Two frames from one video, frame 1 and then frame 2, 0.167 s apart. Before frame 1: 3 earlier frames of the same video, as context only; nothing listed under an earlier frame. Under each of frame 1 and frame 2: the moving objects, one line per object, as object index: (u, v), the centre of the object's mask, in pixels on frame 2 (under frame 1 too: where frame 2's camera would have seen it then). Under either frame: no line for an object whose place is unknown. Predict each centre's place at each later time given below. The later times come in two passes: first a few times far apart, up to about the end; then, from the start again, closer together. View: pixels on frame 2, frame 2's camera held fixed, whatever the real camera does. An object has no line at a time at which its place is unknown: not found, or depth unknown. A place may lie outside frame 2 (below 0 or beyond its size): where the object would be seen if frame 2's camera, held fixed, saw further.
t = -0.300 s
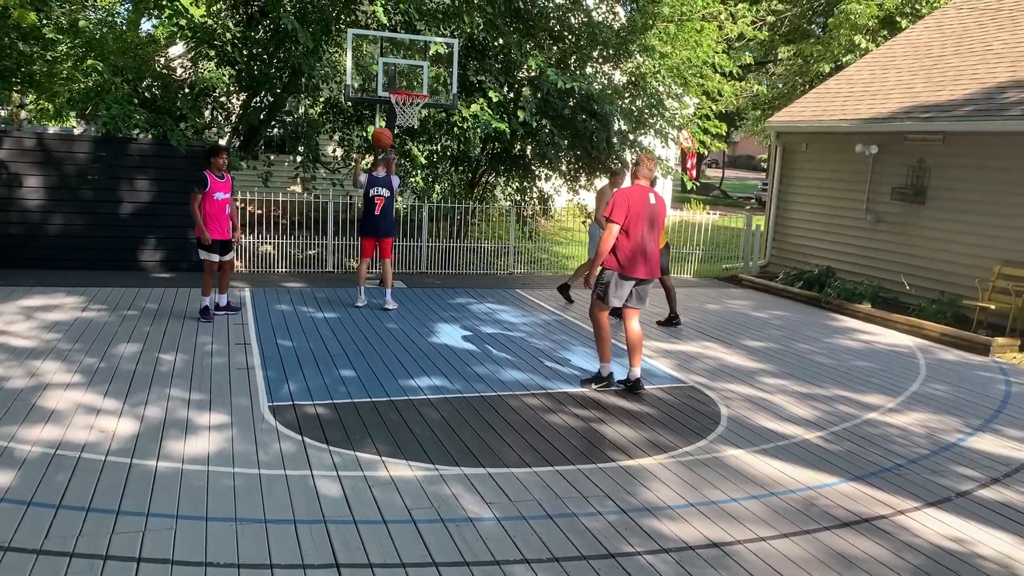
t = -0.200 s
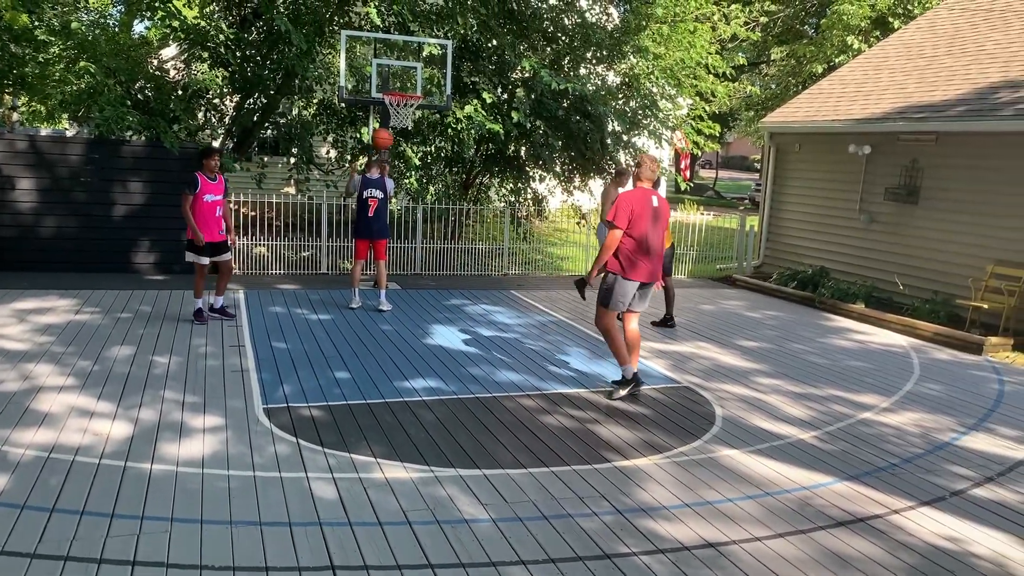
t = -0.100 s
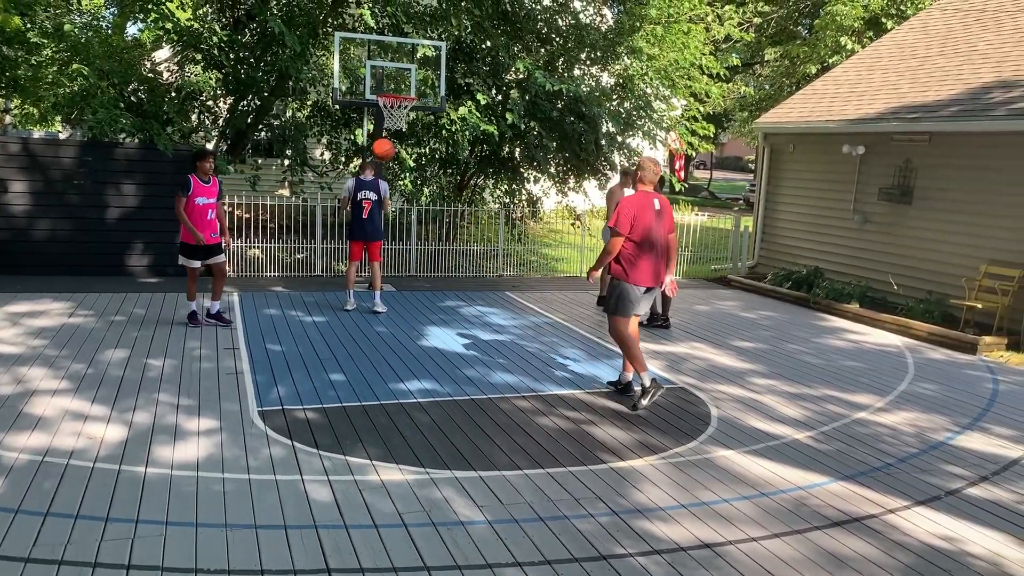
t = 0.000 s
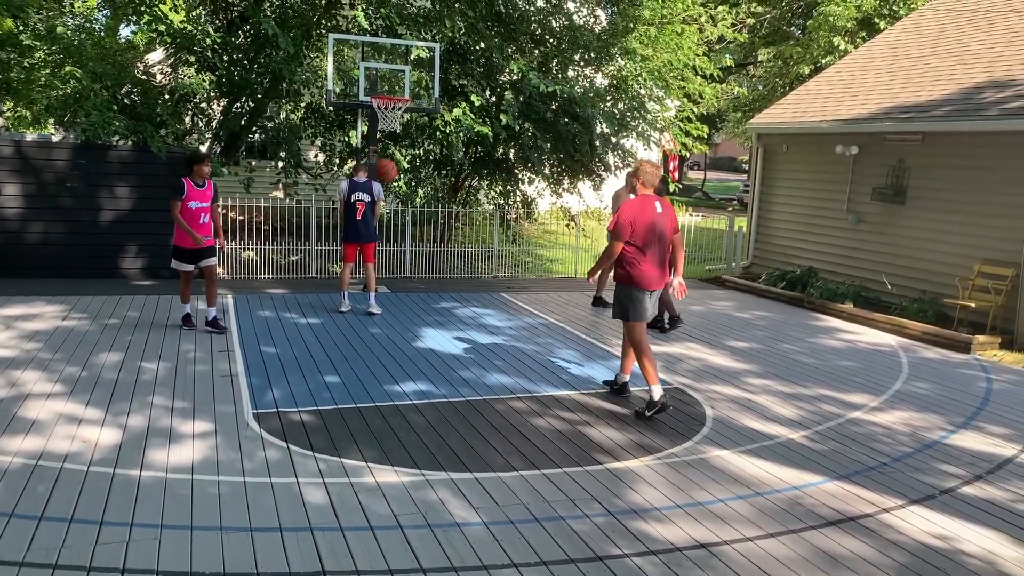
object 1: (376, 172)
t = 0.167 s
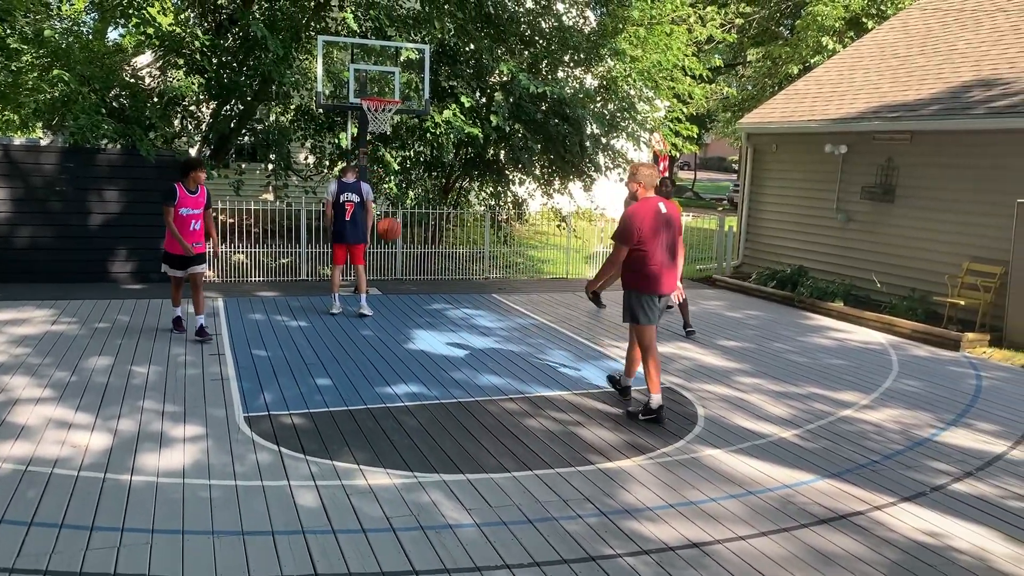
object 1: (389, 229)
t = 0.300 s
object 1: (400, 299)
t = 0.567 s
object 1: (414, 292)
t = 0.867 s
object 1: (426, 240)
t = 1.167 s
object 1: (438, 297)
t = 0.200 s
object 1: (391, 244)
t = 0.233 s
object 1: (394, 262)
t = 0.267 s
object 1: (397, 280)
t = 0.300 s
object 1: (400, 299)
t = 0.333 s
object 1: (402, 321)
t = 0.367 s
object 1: (405, 344)
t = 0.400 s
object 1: (407, 361)
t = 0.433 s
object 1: (409, 344)
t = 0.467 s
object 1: (410, 330)
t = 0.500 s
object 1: (411, 316)
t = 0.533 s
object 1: (413, 303)
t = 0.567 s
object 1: (414, 292)
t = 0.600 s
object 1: (415, 281)
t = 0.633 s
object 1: (416, 272)
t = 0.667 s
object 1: (417, 264)
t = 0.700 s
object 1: (419, 257)
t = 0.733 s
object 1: (421, 251)
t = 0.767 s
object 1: (421, 246)
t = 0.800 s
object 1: (423, 242)
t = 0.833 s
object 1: (425, 241)
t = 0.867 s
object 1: (426, 240)
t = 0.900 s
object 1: (427, 240)
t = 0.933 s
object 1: (428, 242)
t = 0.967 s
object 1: (430, 246)
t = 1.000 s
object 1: (431, 250)
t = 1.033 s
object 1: (432, 257)
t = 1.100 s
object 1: (435, 273)
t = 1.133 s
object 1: (436, 285)
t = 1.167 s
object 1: (438, 297)
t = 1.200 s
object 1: (439, 311)
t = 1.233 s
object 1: (441, 327)
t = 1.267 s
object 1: (442, 344)
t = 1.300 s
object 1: (444, 363)
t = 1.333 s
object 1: (445, 383)
